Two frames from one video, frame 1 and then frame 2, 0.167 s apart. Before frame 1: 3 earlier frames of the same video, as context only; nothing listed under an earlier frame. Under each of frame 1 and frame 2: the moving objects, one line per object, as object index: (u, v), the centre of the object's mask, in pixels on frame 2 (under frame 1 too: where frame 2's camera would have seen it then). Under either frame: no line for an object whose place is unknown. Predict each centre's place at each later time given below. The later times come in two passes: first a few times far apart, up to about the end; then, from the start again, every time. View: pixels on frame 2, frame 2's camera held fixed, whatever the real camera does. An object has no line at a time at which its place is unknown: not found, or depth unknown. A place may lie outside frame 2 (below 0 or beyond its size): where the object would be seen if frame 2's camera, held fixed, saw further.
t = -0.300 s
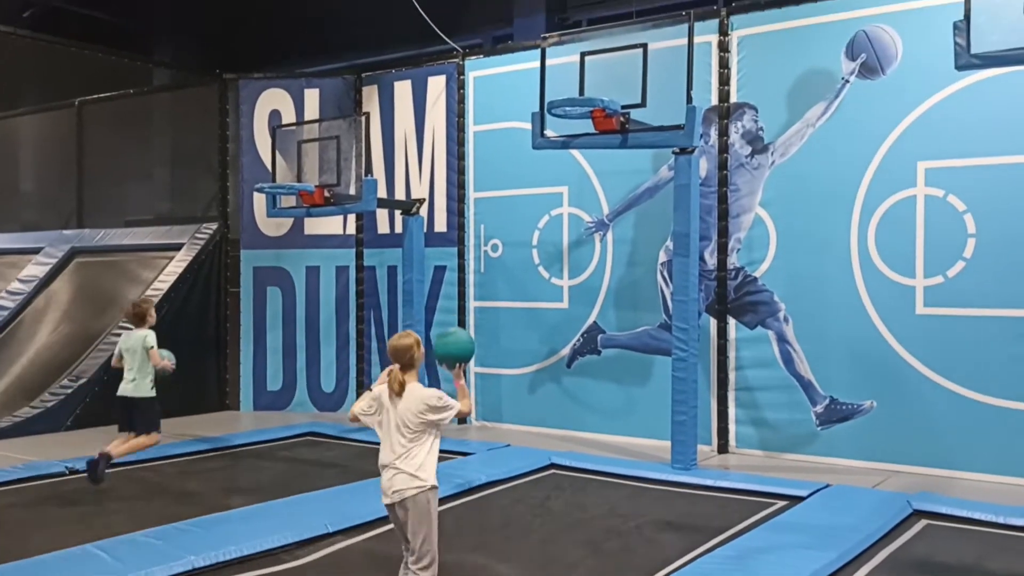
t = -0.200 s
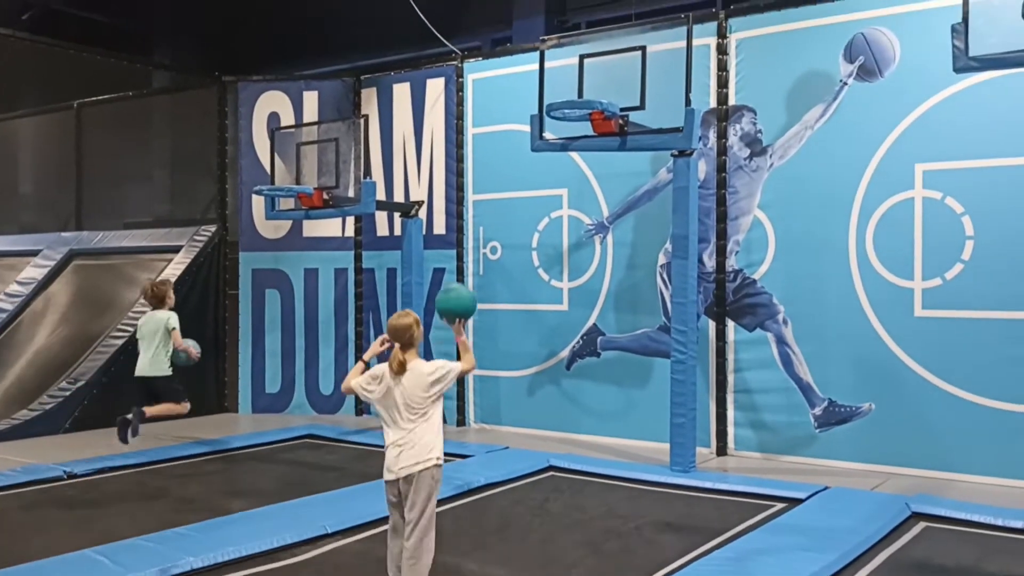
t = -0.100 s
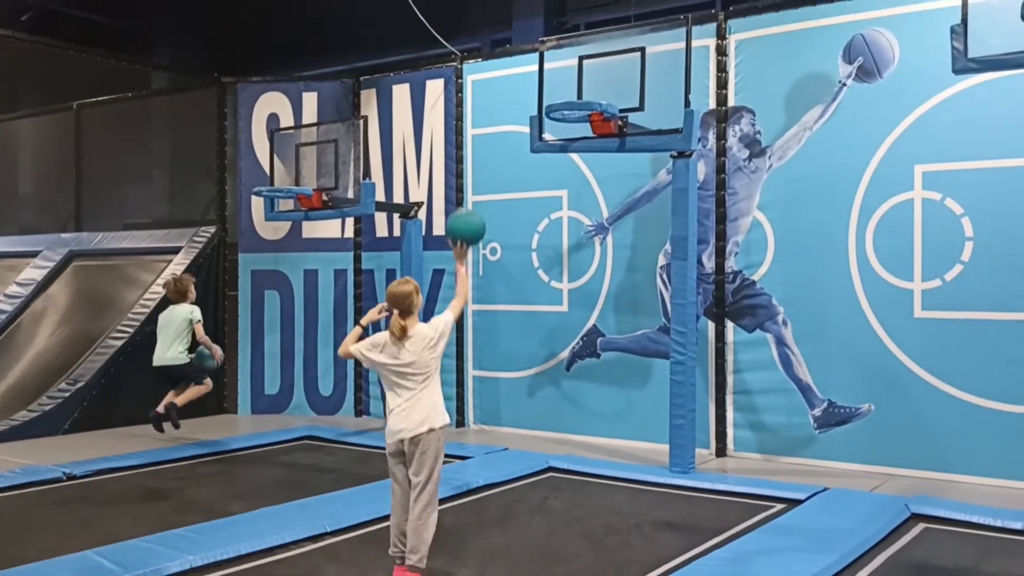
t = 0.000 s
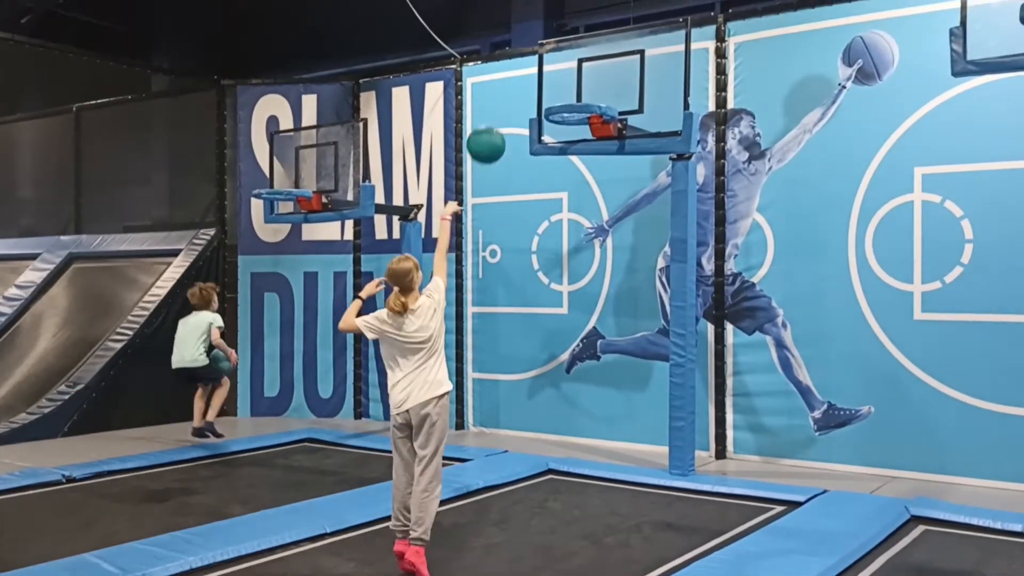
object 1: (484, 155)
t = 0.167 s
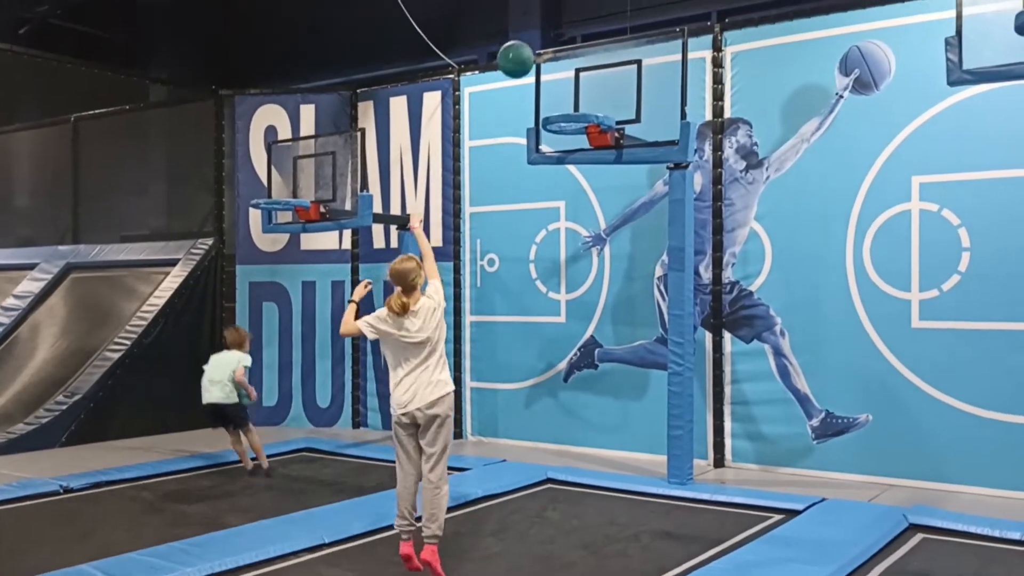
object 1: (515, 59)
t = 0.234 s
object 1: (526, 38)
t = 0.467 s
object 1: (564, 13)
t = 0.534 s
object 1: (574, 20)
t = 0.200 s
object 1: (521, 47)
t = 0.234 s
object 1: (526, 38)
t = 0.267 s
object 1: (533, 27)
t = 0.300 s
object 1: (538, 21)
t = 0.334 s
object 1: (544, 16)
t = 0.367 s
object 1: (549, 13)
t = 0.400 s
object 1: (554, 12)
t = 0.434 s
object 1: (559, 11)
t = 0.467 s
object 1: (564, 13)
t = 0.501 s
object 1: (569, 16)
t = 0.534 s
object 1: (574, 20)
